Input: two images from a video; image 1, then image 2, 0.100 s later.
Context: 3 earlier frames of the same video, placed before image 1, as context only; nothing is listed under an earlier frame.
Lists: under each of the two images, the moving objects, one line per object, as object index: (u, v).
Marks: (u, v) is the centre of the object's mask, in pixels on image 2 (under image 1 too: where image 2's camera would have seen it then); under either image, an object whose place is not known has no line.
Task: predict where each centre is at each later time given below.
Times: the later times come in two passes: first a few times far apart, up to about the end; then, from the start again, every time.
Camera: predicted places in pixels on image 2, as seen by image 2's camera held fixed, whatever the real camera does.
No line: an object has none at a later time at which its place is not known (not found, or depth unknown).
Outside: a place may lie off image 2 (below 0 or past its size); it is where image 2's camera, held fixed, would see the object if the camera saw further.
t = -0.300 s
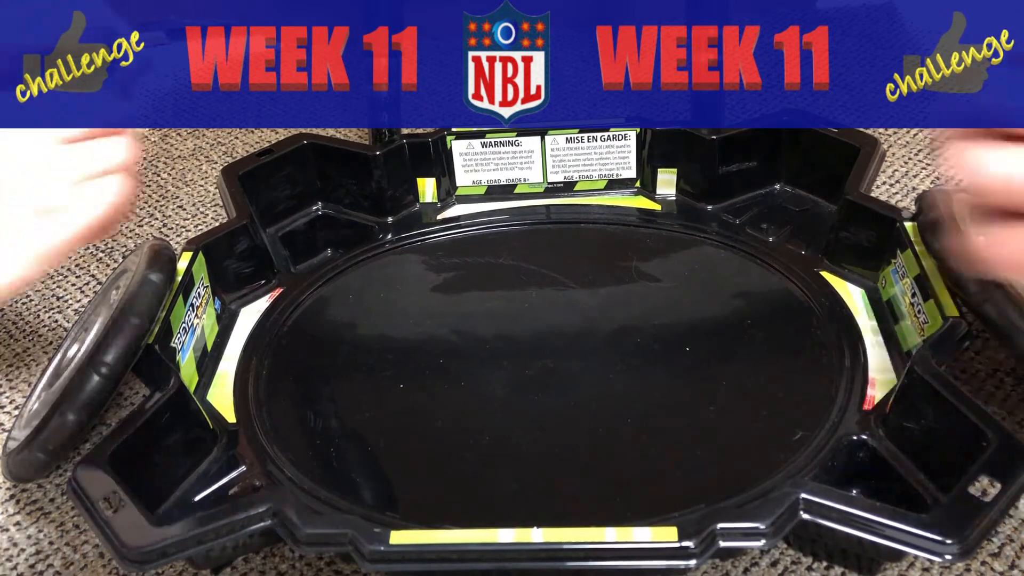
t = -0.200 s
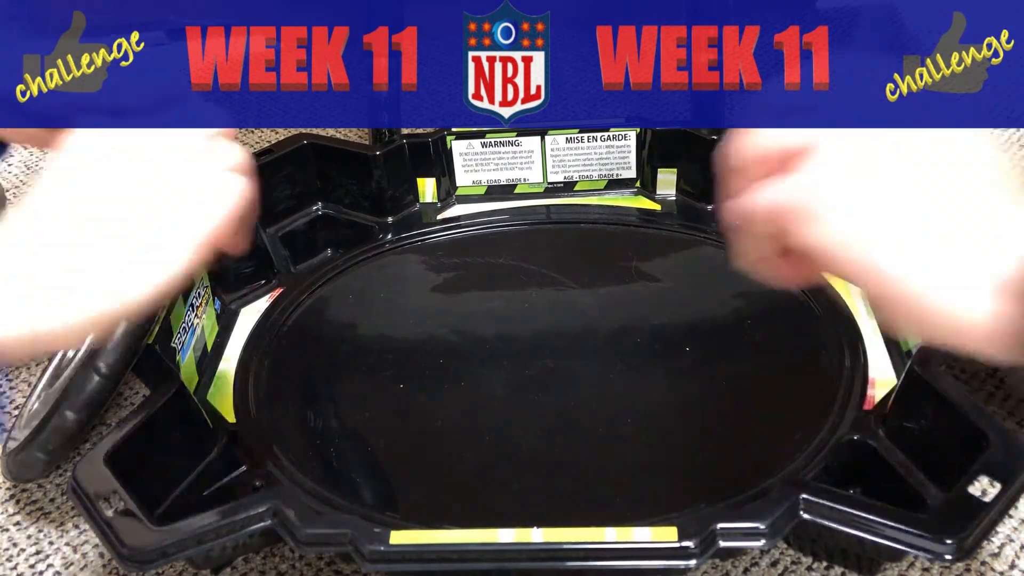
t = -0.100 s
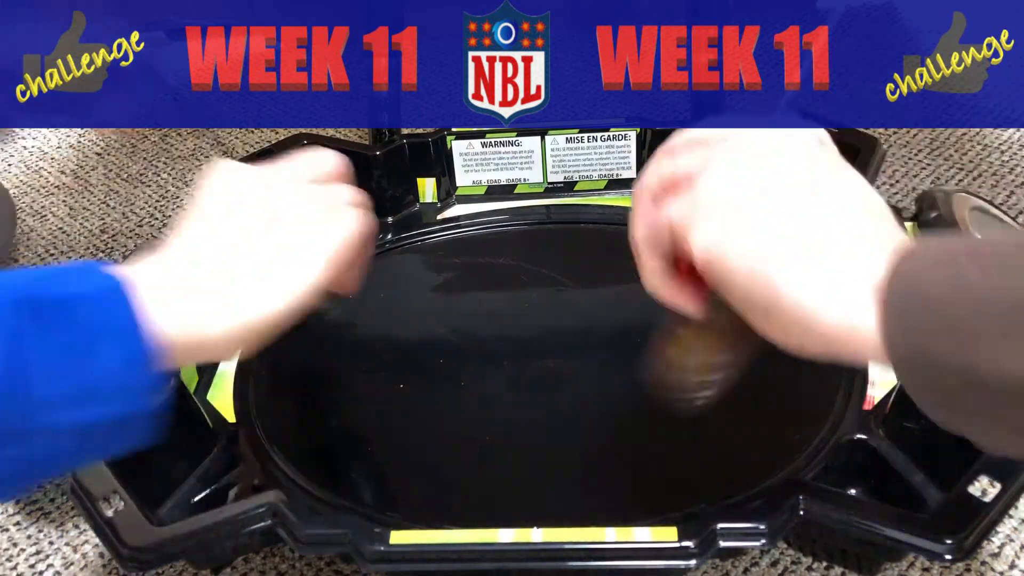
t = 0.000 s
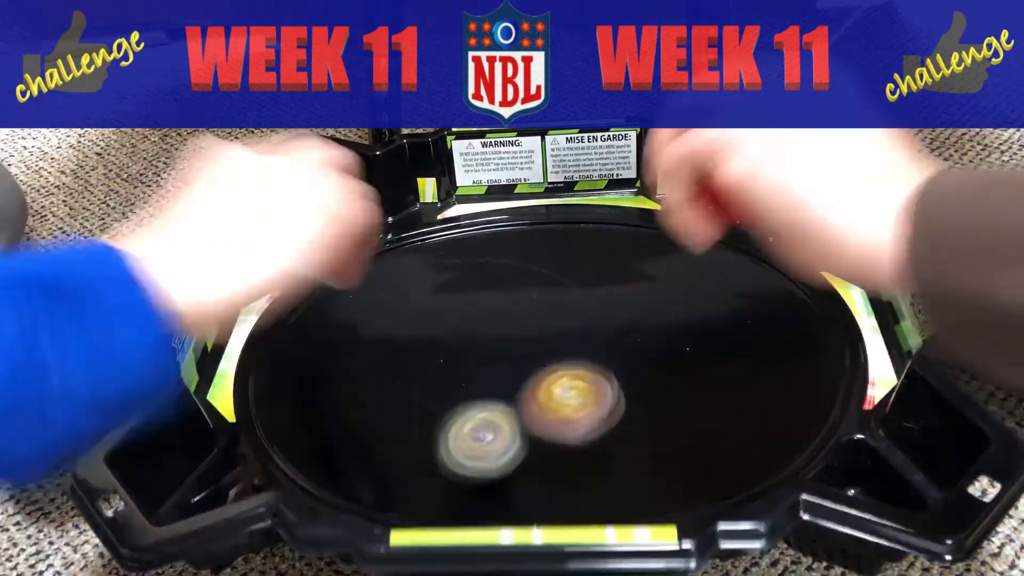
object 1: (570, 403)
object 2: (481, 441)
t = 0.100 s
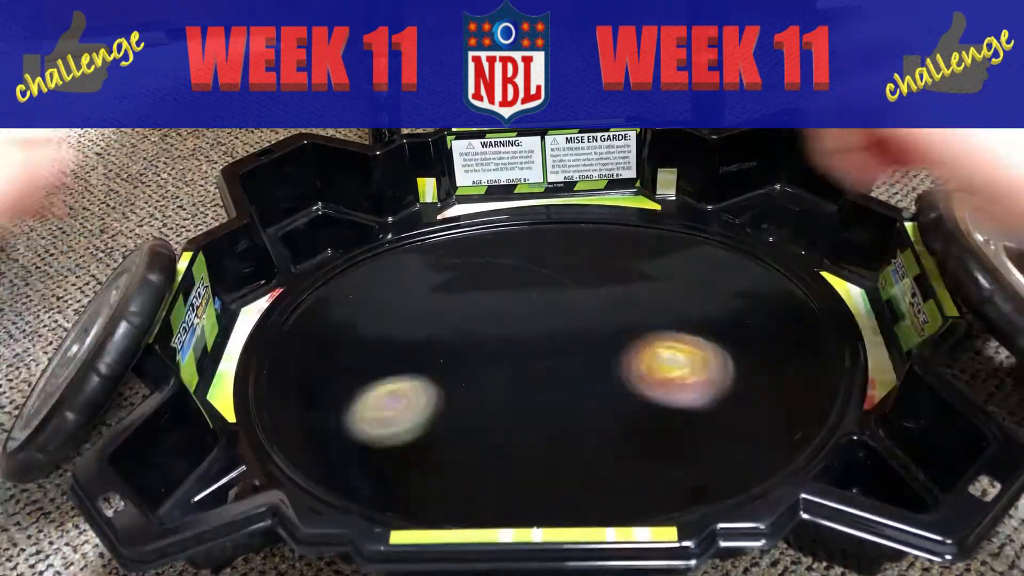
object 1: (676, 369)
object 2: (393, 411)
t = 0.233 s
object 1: (762, 350)
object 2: (350, 395)
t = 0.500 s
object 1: (714, 283)
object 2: (425, 386)
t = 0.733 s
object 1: (585, 279)
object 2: (497, 398)
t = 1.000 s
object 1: (474, 303)
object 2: (478, 395)
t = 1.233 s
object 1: (428, 341)
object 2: (500, 403)
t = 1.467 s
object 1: (411, 361)
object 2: (627, 385)
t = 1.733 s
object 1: (456, 360)
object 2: (658, 306)
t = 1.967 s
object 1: (502, 340)
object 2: (569, 292)
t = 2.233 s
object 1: (402, 399)
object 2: (666, 229)
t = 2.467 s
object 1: (505, 390)
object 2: (640, 254)
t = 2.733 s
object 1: (561, 356)
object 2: (626, 303)
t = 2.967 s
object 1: (571, 353)
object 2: (653, 317)
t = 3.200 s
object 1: (563, 352)
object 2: (665, 329)
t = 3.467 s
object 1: (533, 346)
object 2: (666, 364)
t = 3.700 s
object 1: (499, 334)
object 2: (632, 380)
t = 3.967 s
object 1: (480, 337)
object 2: (568, 390)
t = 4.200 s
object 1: (480, 318)
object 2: (516, 416)
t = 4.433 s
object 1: (481, 299)
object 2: (503, 404)
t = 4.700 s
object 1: (509, 308)
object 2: (494, 372)
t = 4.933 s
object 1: (601, 260)
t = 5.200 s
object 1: (620, 303)
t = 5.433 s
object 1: (611, 352)
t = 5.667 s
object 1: (579, 376)
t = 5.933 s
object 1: (533, 377)
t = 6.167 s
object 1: (411, 365)
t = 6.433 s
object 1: (411, 335)
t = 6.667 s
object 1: (490, 315)
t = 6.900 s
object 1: (551, 339)
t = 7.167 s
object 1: (580, 390)
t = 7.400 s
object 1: (550, 390)
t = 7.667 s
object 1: (501, 361)
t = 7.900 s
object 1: (512, 351)
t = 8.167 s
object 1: (538, 361)
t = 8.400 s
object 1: (534, 375)
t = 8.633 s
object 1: (513, 361)
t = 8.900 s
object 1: (492, 357)
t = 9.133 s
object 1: (493, 358)
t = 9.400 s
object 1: (479, 355)
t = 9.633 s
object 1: (494, 356)
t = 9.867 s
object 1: (507, 364)
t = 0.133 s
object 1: (713, 386)
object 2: (368, 420)
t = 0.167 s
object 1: (734, 372)
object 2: (357, 405)
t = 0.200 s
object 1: (749, 354)
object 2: (352, 393)
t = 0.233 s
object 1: (762, 350)
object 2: (350, 395)
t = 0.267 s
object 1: (768, 338)
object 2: (352, 389)
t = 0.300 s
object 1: (769, 328)
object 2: (358, 387)
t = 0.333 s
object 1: (767, 319)
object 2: (366, 382)
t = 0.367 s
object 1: (760, 311)
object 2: (377, 383)
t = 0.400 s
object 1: (752, 303)
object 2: (387, 382)
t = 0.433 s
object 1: (742, 295)
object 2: (399, 383)
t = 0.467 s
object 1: (728, 289)
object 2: (412, 384)
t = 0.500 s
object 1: (714, 283)
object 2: (425, 386)
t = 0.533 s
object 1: (698, 279)
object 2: (439, 389)
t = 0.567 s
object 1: (681, 276)
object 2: (453, 393)
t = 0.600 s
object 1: (662, 273)
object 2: (466, 397)
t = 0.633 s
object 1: (642, 273)
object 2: (477, 398)
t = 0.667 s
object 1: (623, 274)
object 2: (485, 399)
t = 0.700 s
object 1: (604, 276)
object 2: (492, 399)
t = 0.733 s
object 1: (585, 279)
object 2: (497, 398)
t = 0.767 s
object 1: (567, 284)
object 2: (500, 396)
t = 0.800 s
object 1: (550, 289)
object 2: (500, 393)
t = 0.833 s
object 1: (534, 295)
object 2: (500, 388)
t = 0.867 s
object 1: (518, 302)
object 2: (499, 382)
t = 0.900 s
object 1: (504, 309)
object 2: (496, 376)
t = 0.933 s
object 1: (492, 310)
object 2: (491, 378)
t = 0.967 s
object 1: (483, 305)
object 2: (483, 387)
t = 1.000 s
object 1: (474, 303)
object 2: (478, 395)
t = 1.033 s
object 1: (466, 302)
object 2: (475, 400)
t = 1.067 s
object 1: (458, 305)
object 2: (476, 404)
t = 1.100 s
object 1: (450, 310)
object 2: (478, 406)
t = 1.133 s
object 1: (443, 317)
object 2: (481, 408)
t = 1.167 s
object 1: (437, 324)
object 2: (487, 407)
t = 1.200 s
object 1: (431, 332)
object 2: (493, 406)
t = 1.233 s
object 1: (428, 341)
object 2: (500, 403)
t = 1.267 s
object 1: (427, 350)
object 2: (507, 399)
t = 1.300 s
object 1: (429, 359)
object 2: (513, 394)
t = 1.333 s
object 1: (435, 367)
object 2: (519, 389)
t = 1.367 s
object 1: (430, 367)
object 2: (542, 389)
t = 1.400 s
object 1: (419, 364)
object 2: (576, 390)
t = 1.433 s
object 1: (413, 363)
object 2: (604, 389)
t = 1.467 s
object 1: (411, 361)
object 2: (627, 385)
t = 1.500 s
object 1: (412, 362)
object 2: (647, 379)
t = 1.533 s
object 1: (415, 363)
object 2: (661, 372)
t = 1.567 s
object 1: (420, 364)
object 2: (670, 363)
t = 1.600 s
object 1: (426, 364)
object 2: (675, 352)
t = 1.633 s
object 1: (434, 364)
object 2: (676, 341)
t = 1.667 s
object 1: (442, 363)
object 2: (673, 329)
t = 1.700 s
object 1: (450, 362)
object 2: (666, 317)
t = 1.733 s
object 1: (456, 360)
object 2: (658, 306)
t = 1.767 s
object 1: (465, 358)
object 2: (647, 298)
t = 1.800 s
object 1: (473, 355)
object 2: (634, 292)
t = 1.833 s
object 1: (475, 351)
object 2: (620, 288)
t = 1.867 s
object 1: (484, 348)
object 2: (605, 287)
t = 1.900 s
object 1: (491, 344)
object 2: (591, 288)
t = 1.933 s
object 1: (499, 341)
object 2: (577, 291)
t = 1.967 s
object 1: (502, 340)
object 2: (569, 292)
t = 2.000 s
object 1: (481, 353)
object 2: (595, 276)
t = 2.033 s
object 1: (456, 364)
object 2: (619, 261)
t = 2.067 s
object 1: (431, 375)
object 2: (637, 250)
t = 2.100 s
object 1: (415, 382)
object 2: (651, 241)
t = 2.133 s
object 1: (402, 389)
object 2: (660, 235)
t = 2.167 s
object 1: (396, 394)
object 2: (665, 231)
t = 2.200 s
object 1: (396, 397)
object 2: (666, 230)
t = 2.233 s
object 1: (402, 399)
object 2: (666, 229)
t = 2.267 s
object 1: (417, 399)
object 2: (664, 230)
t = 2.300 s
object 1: (431, 400)
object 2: (662, 232)
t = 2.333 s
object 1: (445, 399)
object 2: (658, 235)
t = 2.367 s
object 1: (461, 398)
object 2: (654, 239)
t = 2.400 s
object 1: (477, 396)
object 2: (650, 243)
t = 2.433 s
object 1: (491, 393)
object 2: (645, 249)
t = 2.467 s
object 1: (505, 390)
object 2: (640, 254)
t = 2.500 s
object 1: (519, 385)
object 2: (635, 261)
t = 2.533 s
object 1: (529, 380)
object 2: (630, 269)
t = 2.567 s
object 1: (540, 375)
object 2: (624, 277)
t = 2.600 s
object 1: (551, 368)
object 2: (619, 284)
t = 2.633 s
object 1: (554, 362)
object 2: (616, 293)
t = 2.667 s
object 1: (562, 356)
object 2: (614, 300)
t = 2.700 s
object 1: (562, 356)
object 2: (619, 302)
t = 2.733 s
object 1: (561, 356)
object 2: (626, 303)
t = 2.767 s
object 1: (561, 356)
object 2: (634, 304)
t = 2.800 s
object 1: (563, 356)
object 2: (641, 305)
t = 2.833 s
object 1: (566, 355)
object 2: (646, 307)
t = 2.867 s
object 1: (568, 355)
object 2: (650, 310)
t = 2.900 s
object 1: (570, 354)
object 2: (651, 312)
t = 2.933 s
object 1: (571, 353)
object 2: (651, 315)
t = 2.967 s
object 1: (571, 353)
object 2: (653, 317)
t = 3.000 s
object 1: (569, 353)
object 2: (658, 318)
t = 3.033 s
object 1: (567, 352)
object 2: (661, 319)
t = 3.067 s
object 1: (565, 352)
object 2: (663, 321)
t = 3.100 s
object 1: (565, 352)
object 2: (665, 323)
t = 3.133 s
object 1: (564, 352)
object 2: (666, 325)
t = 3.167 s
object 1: (563, 352)
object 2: (666, 327)
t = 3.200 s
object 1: (563, 352)
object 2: (665, 329)
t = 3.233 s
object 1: (563, 352)
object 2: (663, 332)
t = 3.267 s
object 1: (563, 352)
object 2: (660, 335)
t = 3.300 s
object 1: (568, 353)
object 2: (657, 339)
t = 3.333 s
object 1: (566, 353)
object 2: (656, 343)
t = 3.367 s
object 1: (555, 351)
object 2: (664, 349)
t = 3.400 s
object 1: (547, 349)
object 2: (667, 355)
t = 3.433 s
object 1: (539, 347)
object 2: (668, 360)
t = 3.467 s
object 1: (533, 346)
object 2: (666, 364)
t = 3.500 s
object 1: (527, 343)
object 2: (663, 368)
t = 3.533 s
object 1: (521, 342)
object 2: (659, 371)
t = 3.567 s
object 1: (516, 339)
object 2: (654, 373)
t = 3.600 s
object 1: (511, 337)
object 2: (649, 375)
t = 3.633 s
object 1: (506, 336)
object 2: (644, 377)
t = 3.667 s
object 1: (502, 335)
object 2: (638, 379)
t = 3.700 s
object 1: (499, 334)
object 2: (632, 380)
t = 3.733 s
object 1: (495, 334)
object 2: (626, 381)
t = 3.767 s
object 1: (492, 334)
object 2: (619, 381)
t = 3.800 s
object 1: (489, 334)
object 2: (612, 382)
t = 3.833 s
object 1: (487, 335)
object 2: (604, 384)
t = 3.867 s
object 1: (484, 335)
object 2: (595, 386)
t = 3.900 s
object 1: (482, 336)
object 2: (587, 387)
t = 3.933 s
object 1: (481, 336)
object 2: (577, 388)
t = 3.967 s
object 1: (480, 337)
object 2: (568, 390)
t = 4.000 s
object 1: (479, 338)
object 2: (558, 390)
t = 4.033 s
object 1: (479, 338)
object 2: (548, 391)
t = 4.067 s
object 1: (480, 340)
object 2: (538, 391)
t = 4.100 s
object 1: (481, 340)
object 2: (528, 392)
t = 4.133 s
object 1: (481, 334)
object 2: (523, 401)
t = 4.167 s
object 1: (480, 324)
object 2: (519, 410)
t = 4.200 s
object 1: (480, 318)
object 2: (516, 416)
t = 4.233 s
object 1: (479, 313)
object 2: (513, 419)
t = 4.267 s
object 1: (479, 309)
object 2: (510, 419)
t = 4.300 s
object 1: (479, 306)
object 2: (508, 418)
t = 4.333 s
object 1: (479, 304)
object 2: (506, 416)
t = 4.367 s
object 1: (480, 301)
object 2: (505, 413)
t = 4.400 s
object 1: (481, 300)
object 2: (504, 408)
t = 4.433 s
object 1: (481, 299)
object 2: (503, 404)
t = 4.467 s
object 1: (483, 298)
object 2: (503, 399)
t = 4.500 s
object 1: (484, 298)
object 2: (502, 393)
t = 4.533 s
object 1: (486, 299)
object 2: (503, 389)
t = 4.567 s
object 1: (489, 300)
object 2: (503, 384)
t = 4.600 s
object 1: (493, 302)
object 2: (502, 380)
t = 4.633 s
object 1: (497, 305)
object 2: (502, 376)
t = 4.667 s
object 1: (502, 308)
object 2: (500, 372)
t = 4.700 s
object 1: (509, 308)
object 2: (494, 372)
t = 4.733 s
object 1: (529, 294)
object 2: (471, 388)
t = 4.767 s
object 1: (549, 280)
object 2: (450, 403)
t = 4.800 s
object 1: (565, 270)
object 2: (433, 412)
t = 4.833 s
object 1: (578, 264)
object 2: (423, 419)
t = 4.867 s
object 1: (588, 260)
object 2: (419, 422)
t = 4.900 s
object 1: (595, 259)
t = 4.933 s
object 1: (601, 260)
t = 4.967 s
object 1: (605, 262)
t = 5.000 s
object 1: (609, 266)
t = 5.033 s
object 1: (612, 271)
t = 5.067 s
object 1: (614, 276)
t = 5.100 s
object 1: (616, 282)
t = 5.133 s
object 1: (618, 289)
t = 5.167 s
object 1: (620, 296)
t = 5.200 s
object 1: (620, 303)
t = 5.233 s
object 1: (621, 310)
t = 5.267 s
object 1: (621, 318)
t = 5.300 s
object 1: (620, 326)
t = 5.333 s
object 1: (619, 333)
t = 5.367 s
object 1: (617, 340)
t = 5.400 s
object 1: (614, 347)
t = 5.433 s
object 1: (611, 352)
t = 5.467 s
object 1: (607, 358)
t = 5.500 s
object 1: (603, 362)
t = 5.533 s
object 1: (599, 366)
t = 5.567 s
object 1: (595, 369)
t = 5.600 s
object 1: (590, 372)
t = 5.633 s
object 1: (585, 374)
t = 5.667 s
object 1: (579, 376)
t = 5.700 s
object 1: (573, 378)
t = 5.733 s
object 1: (567, 379)
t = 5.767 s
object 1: (561, 380)
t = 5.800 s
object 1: (555, 381)
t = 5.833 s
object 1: (549, 380)
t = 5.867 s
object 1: (543, 379)
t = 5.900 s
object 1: (538, 378)
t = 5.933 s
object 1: (533, 377)
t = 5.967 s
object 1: (529, 375)
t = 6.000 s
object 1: (525, 372)
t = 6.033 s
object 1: (517, 372)
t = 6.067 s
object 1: (485, 364)
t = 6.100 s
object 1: (456, 362)
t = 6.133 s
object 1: (431, 368)
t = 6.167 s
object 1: (411, 365)
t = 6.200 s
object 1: (392, 358)
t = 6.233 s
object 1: (384, 353)
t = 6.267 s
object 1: (382, 349)
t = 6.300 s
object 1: (382, 345)
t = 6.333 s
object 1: (387, 341)
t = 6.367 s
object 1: (395, 340)
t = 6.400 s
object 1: (405, 337)
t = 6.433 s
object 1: (411, 335)
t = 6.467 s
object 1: (419, 333)
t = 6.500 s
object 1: (429, 329)
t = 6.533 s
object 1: (442, 326)
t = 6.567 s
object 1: (454, 324)
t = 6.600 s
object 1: (474, 325)
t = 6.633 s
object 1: (484, 318)
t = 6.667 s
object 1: (490, 315)
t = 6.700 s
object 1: (497, 315)
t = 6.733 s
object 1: (507, 316)
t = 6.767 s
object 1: (519, 317)
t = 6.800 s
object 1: (533, 320)
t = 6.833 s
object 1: (542, 326)
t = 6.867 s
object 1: (550, 332)
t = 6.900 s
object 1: (551, 339)
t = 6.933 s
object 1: (558, 347)
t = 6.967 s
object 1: (572, 353)
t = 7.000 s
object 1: (577, 360)
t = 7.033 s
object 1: (580, 368)
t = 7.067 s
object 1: (582, 375)
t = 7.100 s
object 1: (582, 380)
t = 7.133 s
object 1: (582, 386)
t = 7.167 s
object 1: (580, 390)
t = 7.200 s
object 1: (579, 394)
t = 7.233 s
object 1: (574, 395)
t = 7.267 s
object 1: (570, 395)
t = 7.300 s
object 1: (565, 396)
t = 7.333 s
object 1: (560, 394)
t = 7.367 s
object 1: (554, 392)
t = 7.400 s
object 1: (550, 390)
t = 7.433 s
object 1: (543, 387)
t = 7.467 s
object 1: (538, 385)
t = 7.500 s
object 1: (529, 381)
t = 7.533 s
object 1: (522, 375)
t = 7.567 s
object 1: (509, 369)
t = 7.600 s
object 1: (504, 367)
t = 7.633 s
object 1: (501, 364)
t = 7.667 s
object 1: (501, 361)
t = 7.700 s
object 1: (499, 359)
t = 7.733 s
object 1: (501, 360)
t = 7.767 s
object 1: (501, 356)
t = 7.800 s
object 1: (503, 356)
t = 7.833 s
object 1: (506, 353)
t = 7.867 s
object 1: (508, 352)
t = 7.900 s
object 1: (512, 351)
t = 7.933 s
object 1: (515, 350)
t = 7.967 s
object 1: (521, 351)
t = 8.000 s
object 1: (525, 351)
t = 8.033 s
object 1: (529, 354)
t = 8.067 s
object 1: (533, 355)
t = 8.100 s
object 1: (535, 357)
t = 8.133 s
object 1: (537, 359)
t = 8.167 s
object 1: (538, 361)
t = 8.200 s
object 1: (538, 365)
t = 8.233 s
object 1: (546, 367)
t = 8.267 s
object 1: (543, 371)
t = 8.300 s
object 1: (540, 373)
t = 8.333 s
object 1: (537, 376)
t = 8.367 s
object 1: (536, 375)
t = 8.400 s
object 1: (534, 375)
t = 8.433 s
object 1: (531, 375)
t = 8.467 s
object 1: (529, 374)
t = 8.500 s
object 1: (525, 373)
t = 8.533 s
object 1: (522, 371)
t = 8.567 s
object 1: (520, 369)
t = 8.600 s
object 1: (514, 364)
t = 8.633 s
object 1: (513, 361)
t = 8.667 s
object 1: (514, 358)
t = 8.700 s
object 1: (519, 357)
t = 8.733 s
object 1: (514, 352)
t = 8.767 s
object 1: (517, 351)
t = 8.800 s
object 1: (513, 347)
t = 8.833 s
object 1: (509, 353)
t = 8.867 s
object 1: (498, 355)
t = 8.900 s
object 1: (492, 357)
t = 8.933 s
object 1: (487, 357)
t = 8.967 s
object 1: (484, 356)
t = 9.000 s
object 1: (489, 355)
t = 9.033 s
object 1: (490, 356)
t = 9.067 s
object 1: (491, 356)
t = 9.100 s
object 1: (491, 357)
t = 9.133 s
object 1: (493, 358)
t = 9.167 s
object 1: (491, 359)
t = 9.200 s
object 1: (484, 359)
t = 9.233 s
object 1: (482, 359)
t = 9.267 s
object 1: (486, 359)
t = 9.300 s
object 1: (484, 359)
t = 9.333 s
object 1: (483, 357)
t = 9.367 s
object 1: (484, 357)
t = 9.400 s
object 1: (479, 355)
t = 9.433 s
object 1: (482, 354)
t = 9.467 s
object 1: (483, 354)
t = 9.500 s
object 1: (486, 353)
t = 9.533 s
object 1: (488, 354)
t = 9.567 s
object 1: (491, 354)
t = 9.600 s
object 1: (496, 356)
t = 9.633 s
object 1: (494, 356)
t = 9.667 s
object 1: (495, 357)
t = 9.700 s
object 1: (496, 357)
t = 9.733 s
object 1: (499, 358)
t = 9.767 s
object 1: (500, 360)
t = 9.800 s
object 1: (500, 361)
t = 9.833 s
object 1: (501, 363)
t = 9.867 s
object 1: (507, 364)
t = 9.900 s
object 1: (500, 366)
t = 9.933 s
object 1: (505, 367)
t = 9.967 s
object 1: (505, 368)
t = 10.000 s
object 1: (497, 369)
